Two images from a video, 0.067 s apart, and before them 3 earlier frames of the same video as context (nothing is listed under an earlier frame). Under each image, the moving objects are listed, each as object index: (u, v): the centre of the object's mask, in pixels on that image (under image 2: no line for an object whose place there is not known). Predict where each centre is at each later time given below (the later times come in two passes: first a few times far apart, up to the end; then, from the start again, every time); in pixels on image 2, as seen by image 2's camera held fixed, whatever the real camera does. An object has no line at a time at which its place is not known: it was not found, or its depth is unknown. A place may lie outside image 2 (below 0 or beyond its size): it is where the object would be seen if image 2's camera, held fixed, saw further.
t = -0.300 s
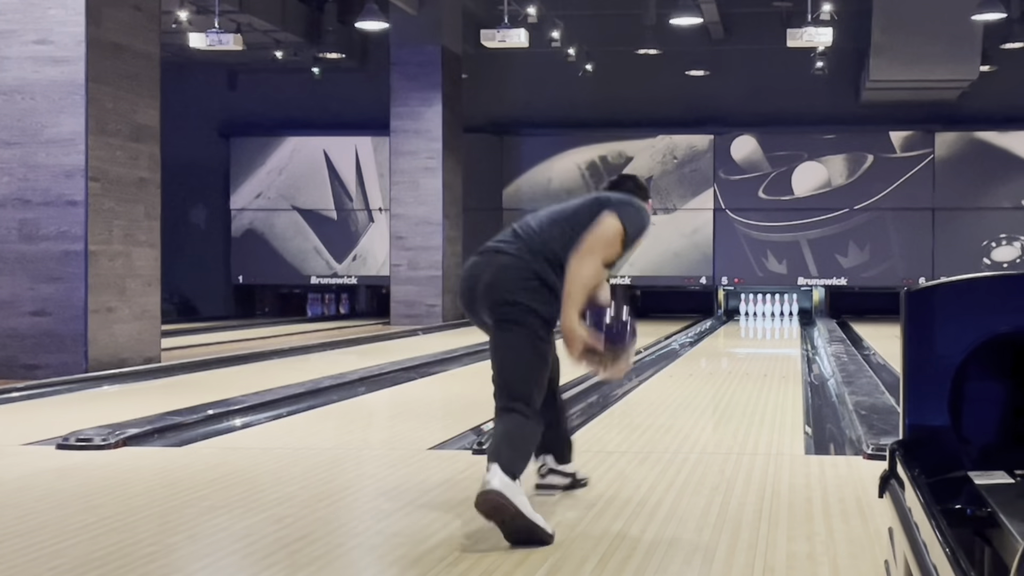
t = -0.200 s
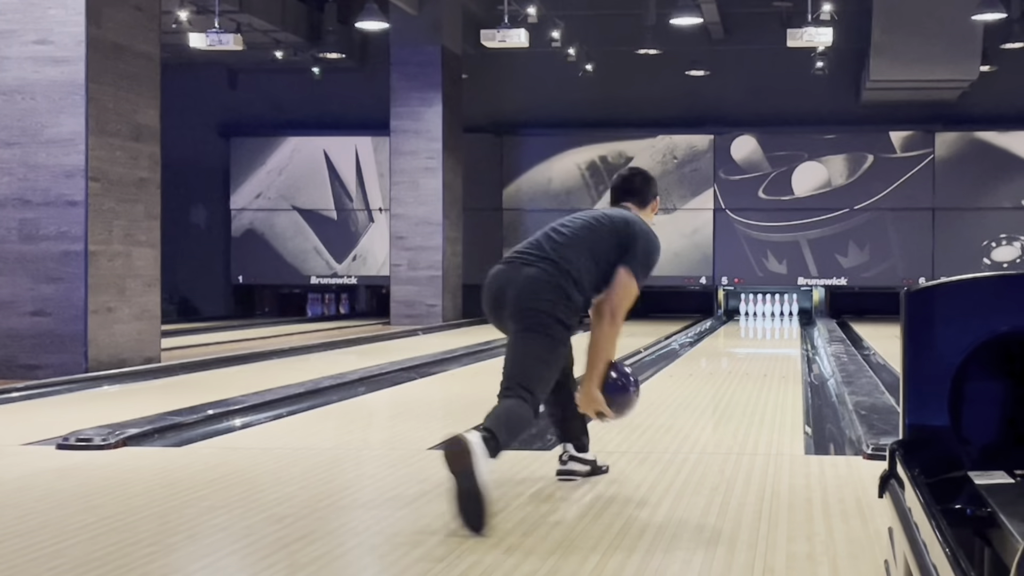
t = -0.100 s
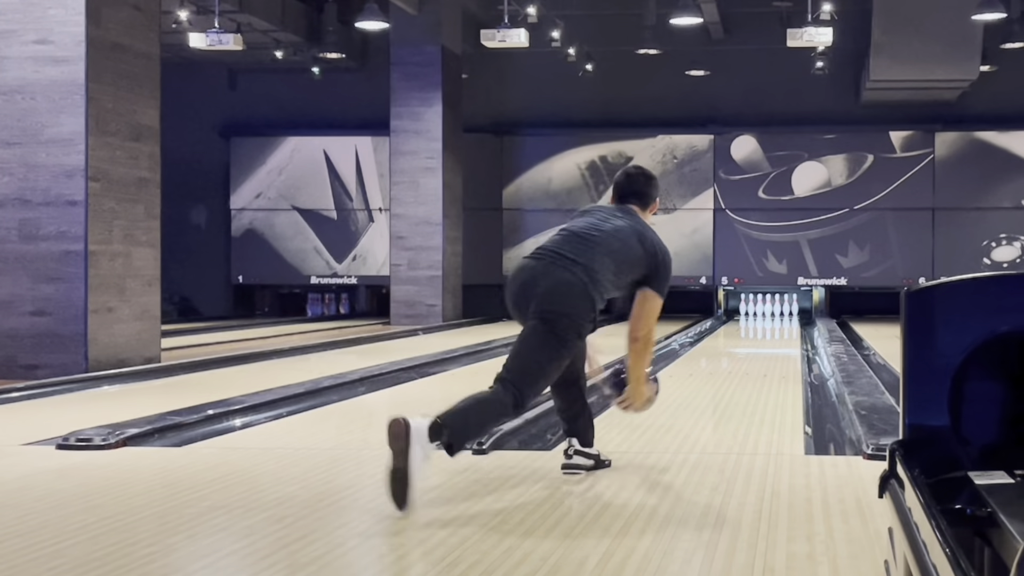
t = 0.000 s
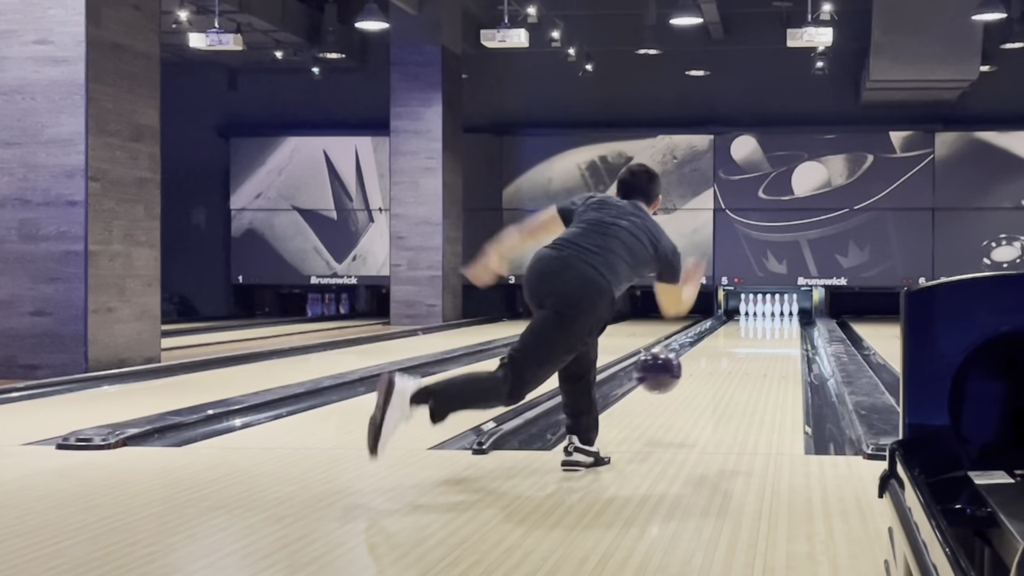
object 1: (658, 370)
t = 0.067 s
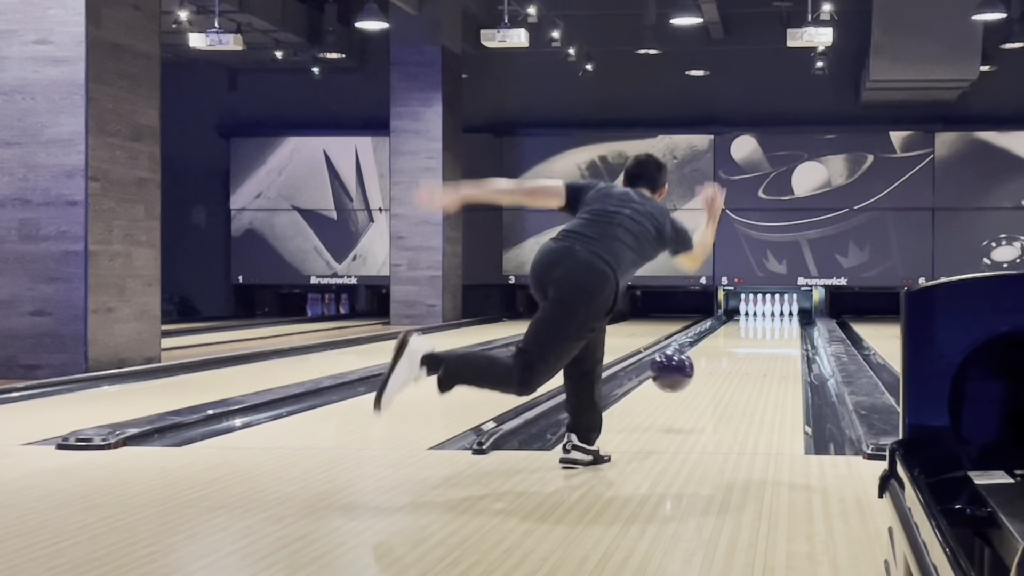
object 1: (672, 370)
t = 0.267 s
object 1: (704, 379)
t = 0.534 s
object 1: (733, 363)
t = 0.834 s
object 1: (753, 348)
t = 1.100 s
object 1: (765, 338)
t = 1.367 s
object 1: (774, 331)
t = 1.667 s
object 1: (781, 324)
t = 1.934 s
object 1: (784, 319)
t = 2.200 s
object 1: (784, 316)
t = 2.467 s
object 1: (777, 313)
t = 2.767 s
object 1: (770, 311)
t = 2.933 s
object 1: (764, 309)
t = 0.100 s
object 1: (678, 374)
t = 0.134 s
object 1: (684, 379)
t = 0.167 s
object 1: (690, 386)
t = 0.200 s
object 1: (695, 389)
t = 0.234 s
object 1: (700, 383)
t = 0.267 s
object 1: (704, 379)
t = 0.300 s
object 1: (708, 380)
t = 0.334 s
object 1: (713, 376)
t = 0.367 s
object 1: (716, 375)
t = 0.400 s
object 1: (720, 372)
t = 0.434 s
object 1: (723, 369)
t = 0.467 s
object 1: (727, 367)
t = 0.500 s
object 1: (730, 365)
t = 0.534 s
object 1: (733, 363)
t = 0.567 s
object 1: (735, 361)
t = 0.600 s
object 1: (738, 359)
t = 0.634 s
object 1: (740, 357)
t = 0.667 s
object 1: (743, 355)
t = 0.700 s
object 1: (745, 354)
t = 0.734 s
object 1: (747, 352)
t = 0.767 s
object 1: (749, 351)
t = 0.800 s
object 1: (751, 350)
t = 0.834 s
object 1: (753, 348)
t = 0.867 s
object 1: (755, 347)
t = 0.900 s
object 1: (757, 346)
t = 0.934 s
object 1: (758, 344)
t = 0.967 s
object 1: (760, 343)
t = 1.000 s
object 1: (761, 342)
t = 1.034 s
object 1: (763, 340)
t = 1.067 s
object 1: (764, 339)
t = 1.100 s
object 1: (765, 338)
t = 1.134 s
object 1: (766, 337)
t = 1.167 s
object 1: (768, 336)
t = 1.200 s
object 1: (769, 336)
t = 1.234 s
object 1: (770, 334)
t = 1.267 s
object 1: (771, 334)
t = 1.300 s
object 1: (772, 333)
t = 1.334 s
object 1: (773, 332)
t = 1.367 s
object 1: (774, 331)
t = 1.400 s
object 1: (775, 330)
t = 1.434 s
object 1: (776, 329)
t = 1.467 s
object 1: (776, 328)
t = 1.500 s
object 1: (777, 328)
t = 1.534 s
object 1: (778, 327)
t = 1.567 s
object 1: (779, 326)
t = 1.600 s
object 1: (780, 325)
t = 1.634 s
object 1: (780, 325)
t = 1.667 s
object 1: (781, 324)
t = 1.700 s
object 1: (781, 323)
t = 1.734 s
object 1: (782, 323)
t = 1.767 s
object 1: (782, 322)
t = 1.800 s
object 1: (783, 322)
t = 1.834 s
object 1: (783, 321)
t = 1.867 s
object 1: (784, 320)
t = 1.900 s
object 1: (784, 320)
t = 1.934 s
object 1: (784, 319)
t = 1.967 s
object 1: (784, 319)
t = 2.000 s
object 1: (785, 318)
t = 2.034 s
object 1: (785, 318)
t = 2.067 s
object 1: (785, 317)
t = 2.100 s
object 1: (785, 317)
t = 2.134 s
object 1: (784, 317)
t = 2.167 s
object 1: (784, 316)
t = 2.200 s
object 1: (784, 316)
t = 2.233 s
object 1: (783, 316)
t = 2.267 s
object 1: (783, 315)
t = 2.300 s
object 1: (782, 315)
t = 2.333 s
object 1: (781, 315)
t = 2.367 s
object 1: (780, 314)
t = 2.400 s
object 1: (779, 314)
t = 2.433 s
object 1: (778, 314)
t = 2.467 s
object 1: (777, 313)
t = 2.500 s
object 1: (777, 313)
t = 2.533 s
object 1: (776, 312)
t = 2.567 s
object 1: (775, 312)
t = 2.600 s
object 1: (774, 313)
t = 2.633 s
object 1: (773, 312)
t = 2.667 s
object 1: (772, 311)
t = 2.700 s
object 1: (771, 311)
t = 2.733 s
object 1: (770, 311)
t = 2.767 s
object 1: (770, 311)
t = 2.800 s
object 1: (770, 310)
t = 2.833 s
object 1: (769, 310)
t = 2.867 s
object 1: (768, 310)
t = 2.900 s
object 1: (765, 309)
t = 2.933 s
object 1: (764, 309)
